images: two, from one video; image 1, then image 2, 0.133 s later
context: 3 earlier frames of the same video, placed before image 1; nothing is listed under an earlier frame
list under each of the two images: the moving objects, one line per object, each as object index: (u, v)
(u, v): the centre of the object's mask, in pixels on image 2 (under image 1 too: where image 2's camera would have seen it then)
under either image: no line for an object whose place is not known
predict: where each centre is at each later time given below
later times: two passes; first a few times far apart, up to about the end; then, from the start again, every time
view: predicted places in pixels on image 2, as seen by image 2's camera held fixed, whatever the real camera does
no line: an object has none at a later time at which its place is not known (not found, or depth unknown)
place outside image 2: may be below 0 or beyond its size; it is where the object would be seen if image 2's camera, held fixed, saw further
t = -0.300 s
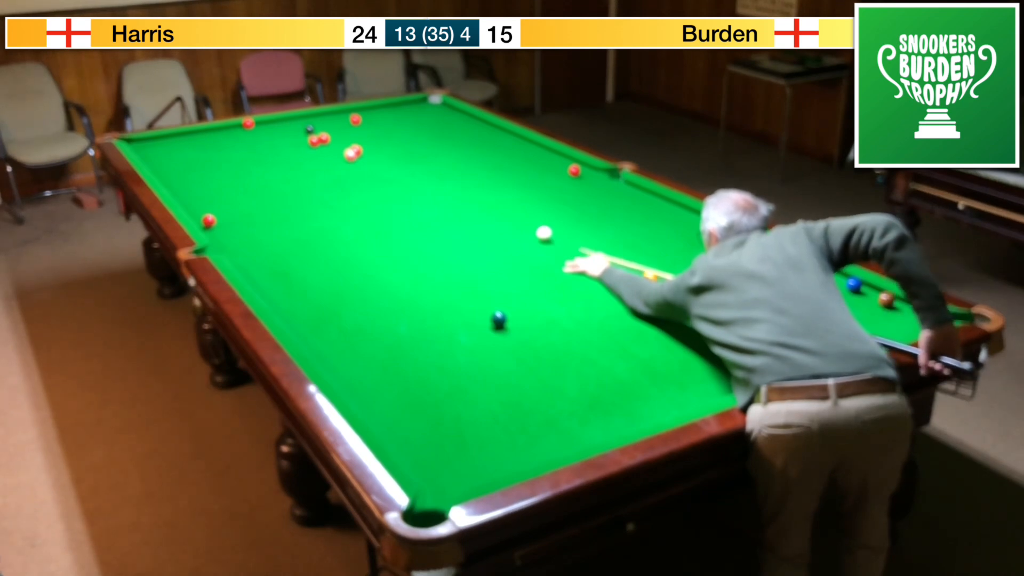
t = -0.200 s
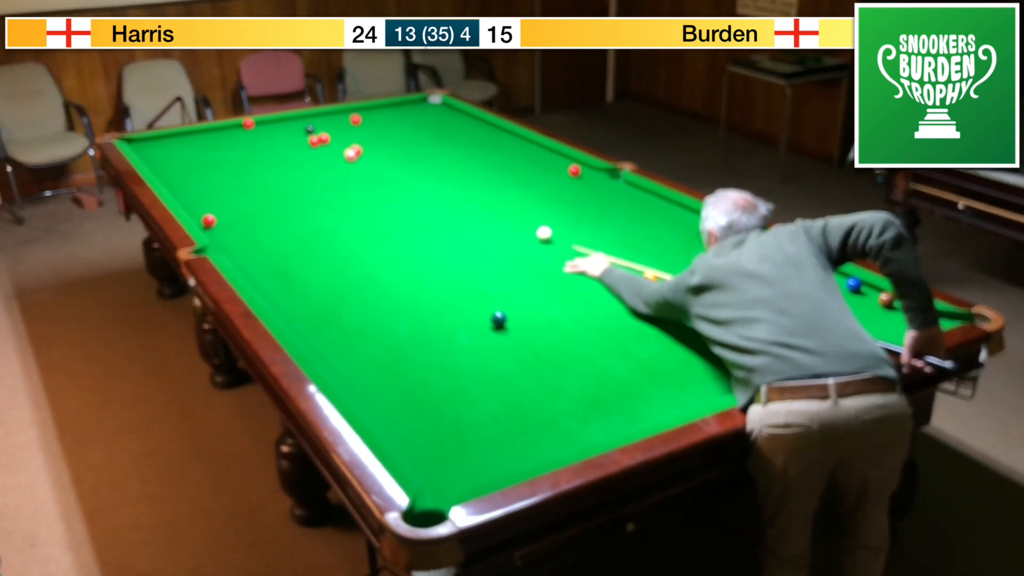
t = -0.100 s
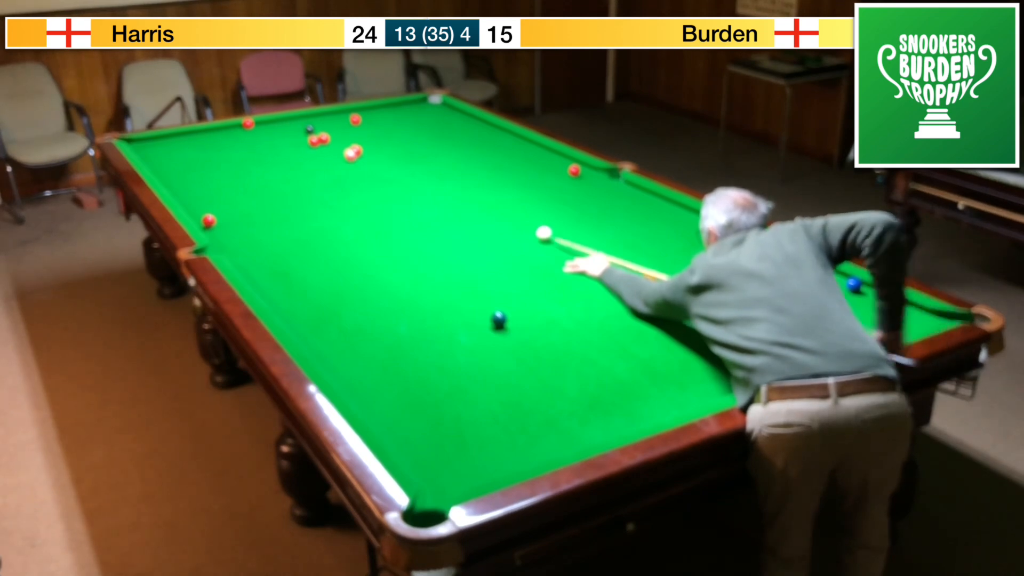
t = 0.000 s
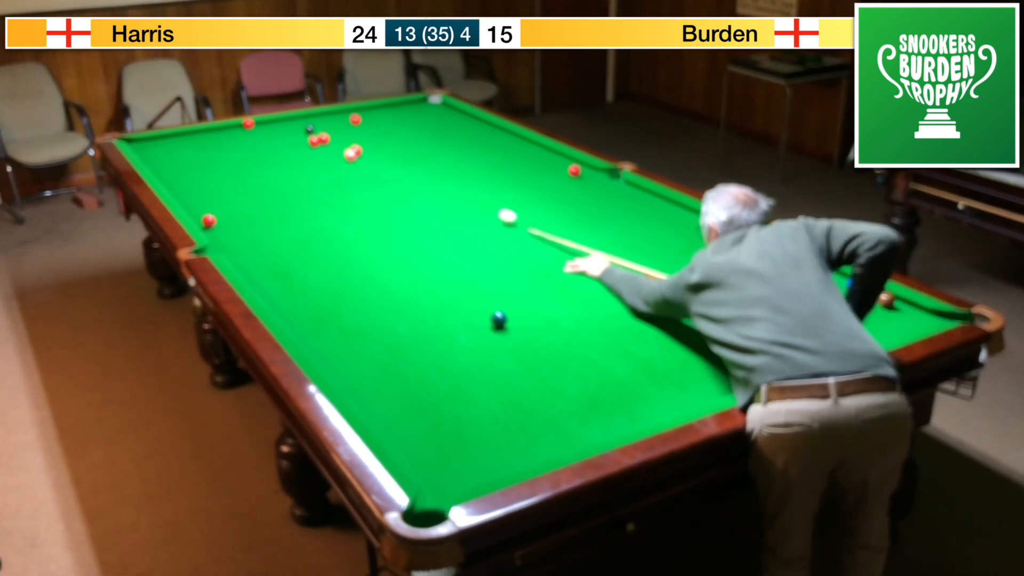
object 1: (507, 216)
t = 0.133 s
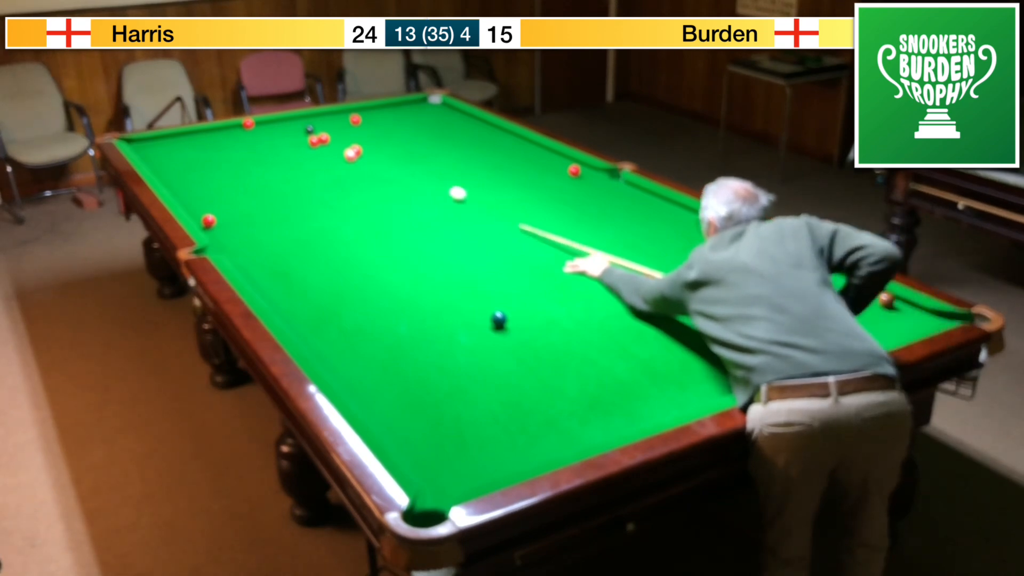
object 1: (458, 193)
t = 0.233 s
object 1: (428, 179)
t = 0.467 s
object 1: (374, 154)
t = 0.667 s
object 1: (374, 140)
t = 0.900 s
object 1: (377, 125)
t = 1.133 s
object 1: (380, 113)
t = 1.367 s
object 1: (389, 105)
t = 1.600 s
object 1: (416, 108)
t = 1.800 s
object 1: (439, 111)
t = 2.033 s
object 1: (466, 114)
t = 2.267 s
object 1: (471, 119)
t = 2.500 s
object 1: (473, 125)
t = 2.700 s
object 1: (473, 130)
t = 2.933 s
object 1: (474, 136)
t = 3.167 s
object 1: (475, 141)
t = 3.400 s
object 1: (476, 146)
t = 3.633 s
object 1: (477, 151)
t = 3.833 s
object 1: (477, 155)
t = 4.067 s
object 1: (478, 160)
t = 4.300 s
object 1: (478, 164)
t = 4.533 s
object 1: (479, 168)
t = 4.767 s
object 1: (479, 172)
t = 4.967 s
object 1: (480, 175)
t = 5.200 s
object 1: (480, 178)
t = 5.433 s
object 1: (480, 180)
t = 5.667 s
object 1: (479, 183)
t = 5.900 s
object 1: (479, 184)
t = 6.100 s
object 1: (479, 186)
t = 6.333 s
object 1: (479, 187)
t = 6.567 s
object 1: (480, 188)
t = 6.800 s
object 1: (480, 188)
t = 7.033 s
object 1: (479, 188)
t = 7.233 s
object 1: (479, 188)
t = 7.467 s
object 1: (479, 188)
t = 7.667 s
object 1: (479, 188)
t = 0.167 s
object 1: (447, 188)
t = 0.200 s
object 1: (437, 184)
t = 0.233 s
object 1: (428, 179)
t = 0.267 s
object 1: (419, 175)
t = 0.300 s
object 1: (410, 171)
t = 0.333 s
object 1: (402, 168)
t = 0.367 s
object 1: (394, 164)
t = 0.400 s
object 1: (387, 161)
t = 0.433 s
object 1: (381, 157)
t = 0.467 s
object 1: (374, 154)
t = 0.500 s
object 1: (368, 151)
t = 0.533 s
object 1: (368, 149)
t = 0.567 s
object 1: (370, 147)
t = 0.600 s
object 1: (372, 144)
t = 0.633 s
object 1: (373, 142)
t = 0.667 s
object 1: (374, 140)
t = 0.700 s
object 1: (374, 138)
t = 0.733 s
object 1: (375, 136)
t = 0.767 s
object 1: (375, 134)
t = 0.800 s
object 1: (376, 132)
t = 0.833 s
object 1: (376, 129)
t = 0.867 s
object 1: (377, 127)
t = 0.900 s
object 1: (377, 125)
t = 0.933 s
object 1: (377, 124)
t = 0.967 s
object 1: (378, 122)
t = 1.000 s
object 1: (378, 120)
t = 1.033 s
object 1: (379, 118)
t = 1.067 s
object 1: (379, 116)
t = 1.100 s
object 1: (379, 114)
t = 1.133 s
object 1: (380, 113)
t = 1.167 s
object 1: (380, 111)
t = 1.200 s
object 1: (380, 109)
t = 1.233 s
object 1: (381, 108)
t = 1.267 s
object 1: (381, 106)
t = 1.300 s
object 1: (381, 104)
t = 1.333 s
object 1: (384, 104)
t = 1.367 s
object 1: (389, 105)
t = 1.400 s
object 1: (393, 105)
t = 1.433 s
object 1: (397, 106)
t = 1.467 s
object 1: (401, 107)
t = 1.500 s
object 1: (405, 107)
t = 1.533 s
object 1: (409, 107)
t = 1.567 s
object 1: (412, 108)
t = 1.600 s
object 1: (416, 108)
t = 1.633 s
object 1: (420, 108)
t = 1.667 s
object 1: (424, 109)
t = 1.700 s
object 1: (428, 109)
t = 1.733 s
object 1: (432, 110)
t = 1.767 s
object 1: (436, 111)
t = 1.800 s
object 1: (439, 111)
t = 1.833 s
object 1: (443, 111)
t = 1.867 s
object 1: (447, 112)
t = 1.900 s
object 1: (451, 112)
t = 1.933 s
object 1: (455, 113)
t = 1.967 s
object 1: (458, 113)
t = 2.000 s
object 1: (462, 113)
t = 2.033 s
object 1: (466, 114)
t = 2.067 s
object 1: (470, 115)
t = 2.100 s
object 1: (471, 115)
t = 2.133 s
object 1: (471, 116)
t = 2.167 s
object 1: (471, 117)
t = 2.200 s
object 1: (471, 118)
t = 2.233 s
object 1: (471, 119)
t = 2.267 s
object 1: (471, 119)
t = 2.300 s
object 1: (472, 120)
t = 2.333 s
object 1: (472, 121)
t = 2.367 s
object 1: (472, 122)
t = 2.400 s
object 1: (472, 123)
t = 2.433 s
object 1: (472, 124)
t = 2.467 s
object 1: (472, 124)
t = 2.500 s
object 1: (473, 125)
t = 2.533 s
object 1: (473, 126)
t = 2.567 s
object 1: (473, 127)
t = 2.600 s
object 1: (473, 128)
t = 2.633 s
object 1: (473, 128)
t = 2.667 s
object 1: (473, 129)
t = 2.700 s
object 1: (473, 130)
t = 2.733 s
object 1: (473, 131)
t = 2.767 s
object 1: (474, 131)
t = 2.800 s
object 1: (474, 132)
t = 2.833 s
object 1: (474, 133)
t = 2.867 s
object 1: (474, 134)
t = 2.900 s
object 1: (474, 135)
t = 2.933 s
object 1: (474, 136)
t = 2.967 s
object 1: (475, 136)
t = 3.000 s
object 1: (475, 137)
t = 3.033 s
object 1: (475, 138)
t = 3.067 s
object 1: (475, 139)
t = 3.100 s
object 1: (475, 139)
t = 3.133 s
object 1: (475, 140)
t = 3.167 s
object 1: (475, 141)
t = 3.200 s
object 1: (475, 142)
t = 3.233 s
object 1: (476, 142)
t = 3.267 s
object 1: (476, 143)
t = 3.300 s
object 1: (476, 144)
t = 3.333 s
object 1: (476, 145)
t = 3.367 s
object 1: (476, 145)
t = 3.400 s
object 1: (476, 146)
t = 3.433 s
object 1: (476, 147)
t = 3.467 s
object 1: (476, 148)
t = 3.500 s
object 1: (476, 148)
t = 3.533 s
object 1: (477, 149)
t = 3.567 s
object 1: (477, 150)
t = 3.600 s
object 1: (477, 150)
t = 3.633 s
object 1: (477, 151)
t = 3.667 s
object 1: (477, 152)
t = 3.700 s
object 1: (477, 153)
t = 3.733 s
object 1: (477, 153)
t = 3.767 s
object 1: (477, 154)
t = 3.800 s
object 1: (477, 155)
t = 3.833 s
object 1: (477, 155)
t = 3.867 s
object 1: (477, 156)
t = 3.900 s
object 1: (478, 156)
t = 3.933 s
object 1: (478, 157)
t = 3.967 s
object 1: (478, 158)
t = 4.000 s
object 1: (478, 159)
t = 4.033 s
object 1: (478, 159)
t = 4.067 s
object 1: (478, 160)
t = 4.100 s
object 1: (478, 161)
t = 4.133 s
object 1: (478, 161)
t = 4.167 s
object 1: (478, 162)
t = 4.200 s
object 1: (478, 162)
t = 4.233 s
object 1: (478, 163)
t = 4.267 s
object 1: (478, 164)
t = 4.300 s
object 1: (478, 164)
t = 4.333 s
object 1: (479, 165)
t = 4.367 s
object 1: (479, 165)
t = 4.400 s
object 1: (479, 166)
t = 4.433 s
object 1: (479, 167)
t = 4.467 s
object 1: (479, 167)
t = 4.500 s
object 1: (479, 168)
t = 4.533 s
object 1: (479, 168)
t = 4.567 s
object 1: (479, 169)
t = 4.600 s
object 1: (479, 169)
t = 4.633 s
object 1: (479, 170)
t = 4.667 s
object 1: (479, 170)
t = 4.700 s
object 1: (479, 171)
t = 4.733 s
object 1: (479, 171)
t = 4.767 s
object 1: (479, 172)
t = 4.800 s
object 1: (479, 172)
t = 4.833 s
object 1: (479, 173)
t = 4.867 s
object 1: (479, 173)
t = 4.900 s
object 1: (480, 174)
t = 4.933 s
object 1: (480, 174)
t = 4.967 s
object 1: (480, 175)
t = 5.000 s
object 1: (480, 175)
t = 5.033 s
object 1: (480, 176)
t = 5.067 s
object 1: (480, 176)
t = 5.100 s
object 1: (480, 177)
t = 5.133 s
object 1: (480, 177)
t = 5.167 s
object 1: (480, 177)
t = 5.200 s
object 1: (480, 178)
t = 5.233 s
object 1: (480, 178)
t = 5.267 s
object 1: (480, 179)
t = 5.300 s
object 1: (480, 179)
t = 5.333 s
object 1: (480, 179)
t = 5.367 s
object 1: (480, 180)
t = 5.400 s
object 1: (480, 180)
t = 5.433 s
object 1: (480, 180)
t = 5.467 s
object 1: (480, 181)
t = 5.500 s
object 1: (480, 181)
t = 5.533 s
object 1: (480, 181)
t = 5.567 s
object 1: (480, 182)
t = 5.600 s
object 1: (479, 182)
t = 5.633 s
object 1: (479, 182)
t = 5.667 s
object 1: (479, 183)
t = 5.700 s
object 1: (479, 183)
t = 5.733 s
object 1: (479, 183)
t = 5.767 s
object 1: (479, 183)
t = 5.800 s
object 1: (479, 184)
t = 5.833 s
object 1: (479, 184)
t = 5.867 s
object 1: (479, 184)
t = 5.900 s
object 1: (479, 184)
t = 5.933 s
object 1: (479, 185)
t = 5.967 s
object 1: (479, 185)
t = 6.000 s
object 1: (479, 185)
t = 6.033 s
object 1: (479, 185)
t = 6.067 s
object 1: (479, 186)
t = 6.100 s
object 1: (479, 186)
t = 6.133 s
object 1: (479, 186)
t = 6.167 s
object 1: (479, 186)
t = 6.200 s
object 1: (479, 186)
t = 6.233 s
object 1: (479, 186)
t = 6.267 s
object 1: (479, 187)
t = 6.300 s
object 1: (479, 187)
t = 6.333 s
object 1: (479, 187)
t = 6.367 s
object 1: (479, 187)
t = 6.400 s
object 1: (479, 187)
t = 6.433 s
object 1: (479, 187)
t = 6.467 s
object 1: (479, 188)
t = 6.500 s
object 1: (479, 188)
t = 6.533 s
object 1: (480, 188)
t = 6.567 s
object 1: (480, 188)
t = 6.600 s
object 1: (480, 188)
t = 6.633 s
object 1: (480, 188)
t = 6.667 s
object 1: (480, 188)
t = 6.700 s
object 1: (480, 188)
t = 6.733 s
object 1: (480, 188)
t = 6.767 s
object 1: (480, 188)
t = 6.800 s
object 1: (480, 188)
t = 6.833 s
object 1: (480, 188)
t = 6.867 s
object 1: (479, 188)
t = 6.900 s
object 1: (479, 188)
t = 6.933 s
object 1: (479, 188)
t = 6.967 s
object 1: (479, 188)
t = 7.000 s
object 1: (479, 188)
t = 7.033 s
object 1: (479, 188)
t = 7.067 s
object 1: (479, 188)
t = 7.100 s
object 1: (479, 188)
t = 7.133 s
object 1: (479, 188)
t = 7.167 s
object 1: (479, 188)
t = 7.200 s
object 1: (479, 188)
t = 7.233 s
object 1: (479, 188)
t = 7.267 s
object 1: (479, 188)
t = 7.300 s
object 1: (479, 188)
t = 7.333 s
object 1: (479, 188)
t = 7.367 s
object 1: (479, 188)
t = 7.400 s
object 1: (479, 188)
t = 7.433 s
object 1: (479, 188)
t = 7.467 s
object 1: (479, 188)
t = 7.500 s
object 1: (479, 188)
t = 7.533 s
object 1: (479, 188)
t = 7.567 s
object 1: (479, 188)
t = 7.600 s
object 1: (479, 188)
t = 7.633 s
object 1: (479, 188)
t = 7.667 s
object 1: (479, 188)
